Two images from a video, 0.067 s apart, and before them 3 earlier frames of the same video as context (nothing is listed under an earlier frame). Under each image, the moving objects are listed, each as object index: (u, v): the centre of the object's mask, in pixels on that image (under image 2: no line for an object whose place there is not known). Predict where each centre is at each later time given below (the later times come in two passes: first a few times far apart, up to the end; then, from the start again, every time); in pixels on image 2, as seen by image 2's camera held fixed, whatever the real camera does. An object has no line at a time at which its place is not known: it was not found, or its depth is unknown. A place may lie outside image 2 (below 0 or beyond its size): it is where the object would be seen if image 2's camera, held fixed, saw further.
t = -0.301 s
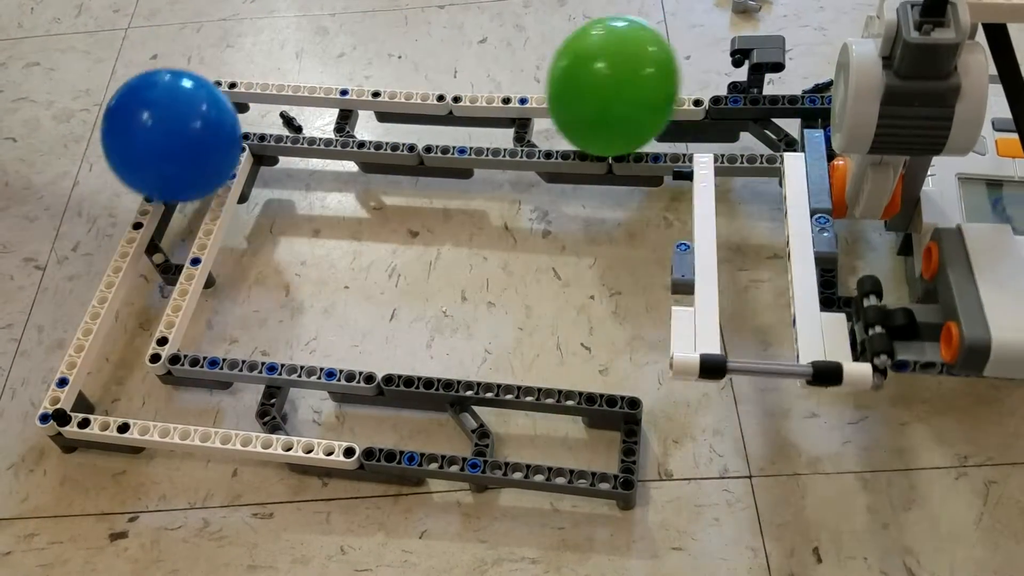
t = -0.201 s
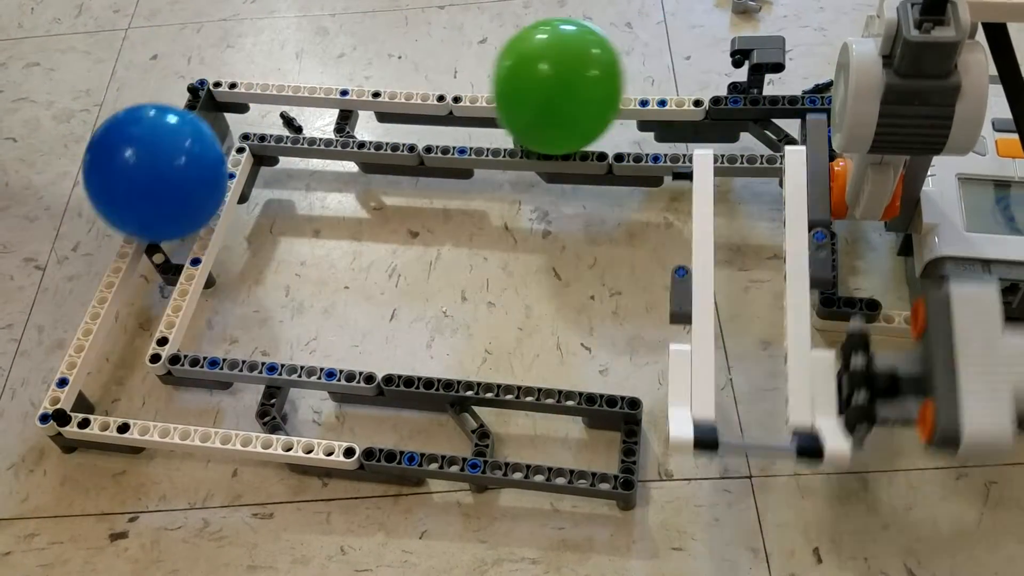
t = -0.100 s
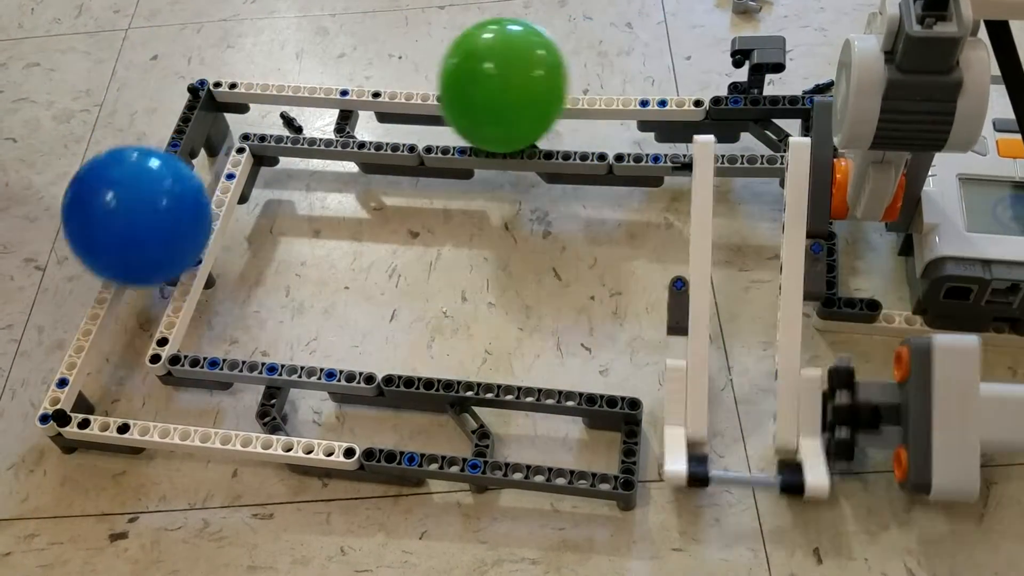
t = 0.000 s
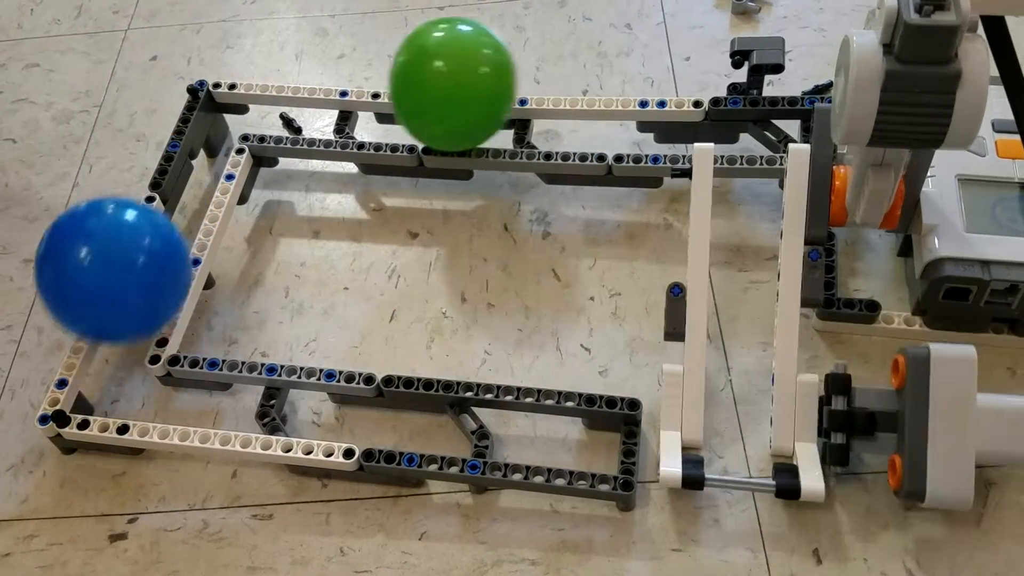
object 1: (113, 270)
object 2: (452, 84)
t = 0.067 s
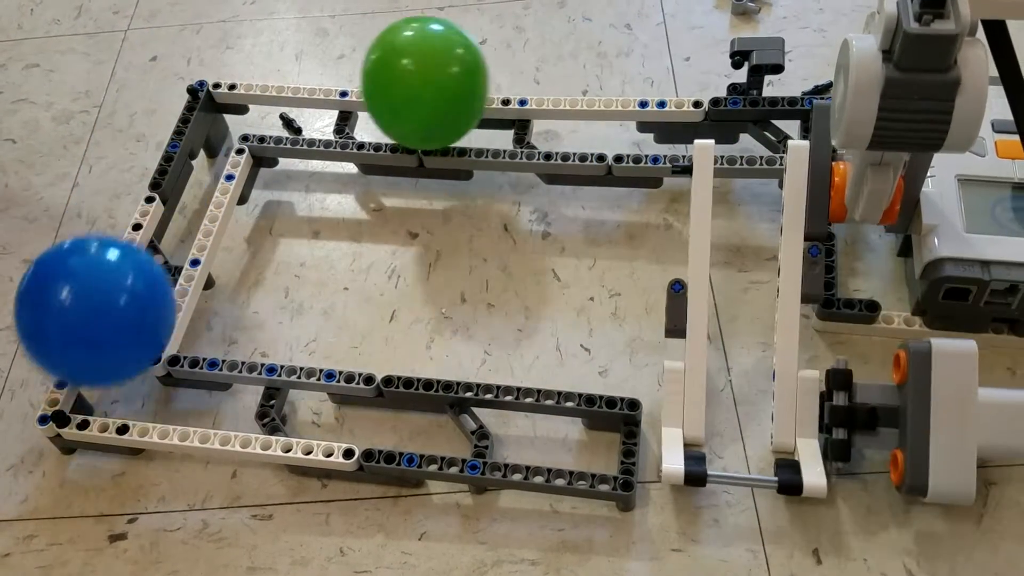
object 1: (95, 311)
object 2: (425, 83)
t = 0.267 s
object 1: (145, 359)
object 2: (353, 79)
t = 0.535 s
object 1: (285, 375)
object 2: (249, 71)
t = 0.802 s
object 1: (444, 393)
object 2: (183, 110)
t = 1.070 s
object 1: (620, 411)
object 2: (152, 179)
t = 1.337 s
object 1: (758, 398)
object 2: (118, 258)
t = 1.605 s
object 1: (751, 395)
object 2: (117, 359)
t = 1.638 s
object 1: (750, 396)
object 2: (135, 358)
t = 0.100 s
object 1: (86, 333)
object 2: (412, 82)
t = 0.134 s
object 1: (88, 344)
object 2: (400, 81)
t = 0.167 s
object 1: (102, 354)
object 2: (388, 81)
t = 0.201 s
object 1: (112, 359)
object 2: (376, 80)
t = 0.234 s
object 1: (126, 361)
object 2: (365, 80)
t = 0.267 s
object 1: (145, 359)
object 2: (353, 79)
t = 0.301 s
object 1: (159, 360)
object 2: (341, 78)
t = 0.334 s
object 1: (175, 362)
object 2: (328, 78)
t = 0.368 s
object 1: (192, 365)
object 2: (316, 77)
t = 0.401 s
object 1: (210, 367)
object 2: (303, 76)
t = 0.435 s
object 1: (228, 369)
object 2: (290, 74)
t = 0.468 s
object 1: (246, 371)
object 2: (276, 73)
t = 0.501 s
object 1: (266, 373)
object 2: (263, 71)
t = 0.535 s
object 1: (285, 375)
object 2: (249, 71)
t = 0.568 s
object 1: (304, 378)
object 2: (235, 70)
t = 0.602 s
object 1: (324, 380)
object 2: (220, 71)
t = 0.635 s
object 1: (343, 383)
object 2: (208, 75)
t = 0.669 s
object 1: (363, 385)
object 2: (199, 82)
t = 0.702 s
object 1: (384, 387)
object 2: (189, 86)
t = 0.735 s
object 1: (404, 389)
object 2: (186, 94)
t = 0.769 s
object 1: (423, 391)
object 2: (187, 103)
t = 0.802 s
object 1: (444, 393)
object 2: (183, 110)
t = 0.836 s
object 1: (464, 395)
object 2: (179, 118)
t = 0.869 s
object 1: (484, 397)
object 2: (175, 126)
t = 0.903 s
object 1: (505, 399)
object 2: (171, 135)
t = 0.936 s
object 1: (527, 401)
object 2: (168, 143)
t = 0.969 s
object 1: (550, 404)
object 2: (164, 152)
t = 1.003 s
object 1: (572, 406)
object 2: (159, 161)
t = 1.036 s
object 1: (595, 409)
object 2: (155, 170)
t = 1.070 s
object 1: (620, 411)
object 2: (152, 179)
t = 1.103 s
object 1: (644, 412)
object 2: (148, 188)
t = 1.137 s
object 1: (662, 408)
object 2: (144, 197)
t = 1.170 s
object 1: (679, 404)
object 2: (140, 206)
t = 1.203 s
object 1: (695, 397)
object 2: (136, 216)
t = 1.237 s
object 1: (712, 386)
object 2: (132, 225)
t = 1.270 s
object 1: (728, 380)
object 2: (127, 236)
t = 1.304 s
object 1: (746, 387)
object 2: (123, 247)
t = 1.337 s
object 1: (758, 398)
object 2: (118, 258)
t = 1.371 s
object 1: (764, 399)
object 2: (112, 271)
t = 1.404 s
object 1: (764, 397)
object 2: (106, 285)
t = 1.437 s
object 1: (759, 393)
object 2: (99, 301)
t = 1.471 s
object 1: (749, 395)
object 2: (92, 318)
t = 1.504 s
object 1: (745, 396)
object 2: (85, 338)
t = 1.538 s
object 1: (747, 396)
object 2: (93, 348)
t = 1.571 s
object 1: (752, 395)
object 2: (104, 356)
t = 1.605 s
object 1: (751, 395)
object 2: (117, 359)
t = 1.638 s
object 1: (750, 396)
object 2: (135, 358)
